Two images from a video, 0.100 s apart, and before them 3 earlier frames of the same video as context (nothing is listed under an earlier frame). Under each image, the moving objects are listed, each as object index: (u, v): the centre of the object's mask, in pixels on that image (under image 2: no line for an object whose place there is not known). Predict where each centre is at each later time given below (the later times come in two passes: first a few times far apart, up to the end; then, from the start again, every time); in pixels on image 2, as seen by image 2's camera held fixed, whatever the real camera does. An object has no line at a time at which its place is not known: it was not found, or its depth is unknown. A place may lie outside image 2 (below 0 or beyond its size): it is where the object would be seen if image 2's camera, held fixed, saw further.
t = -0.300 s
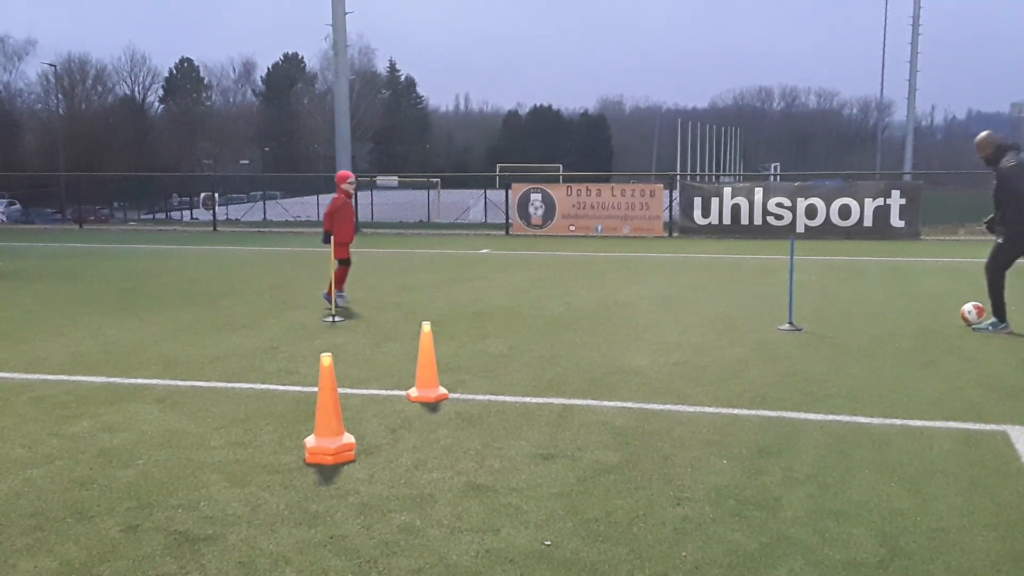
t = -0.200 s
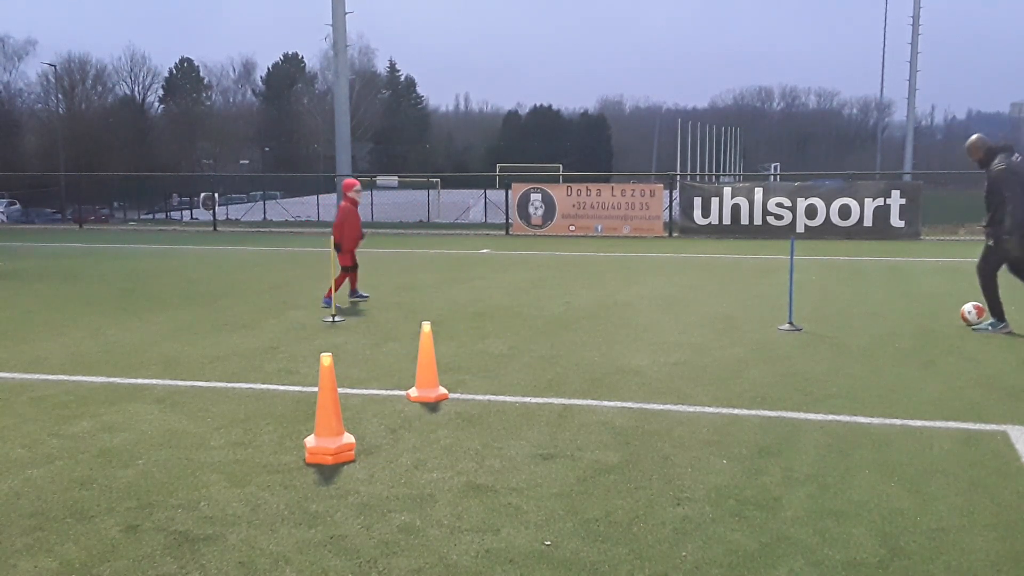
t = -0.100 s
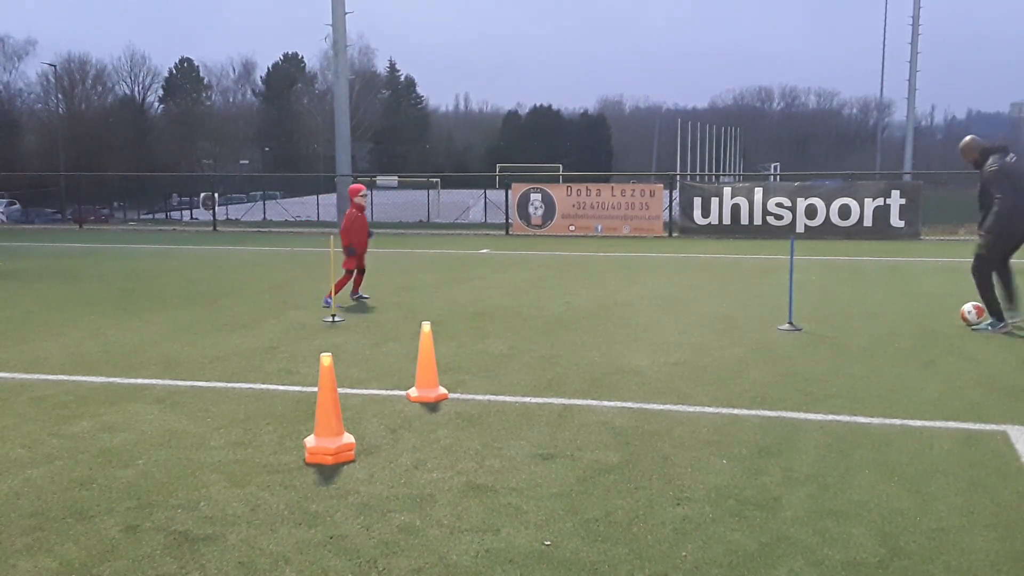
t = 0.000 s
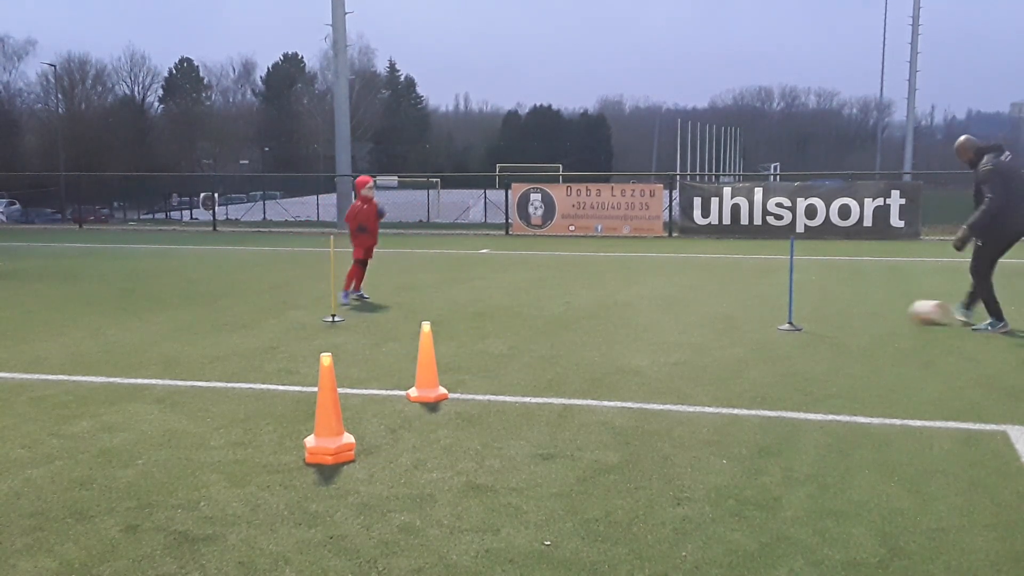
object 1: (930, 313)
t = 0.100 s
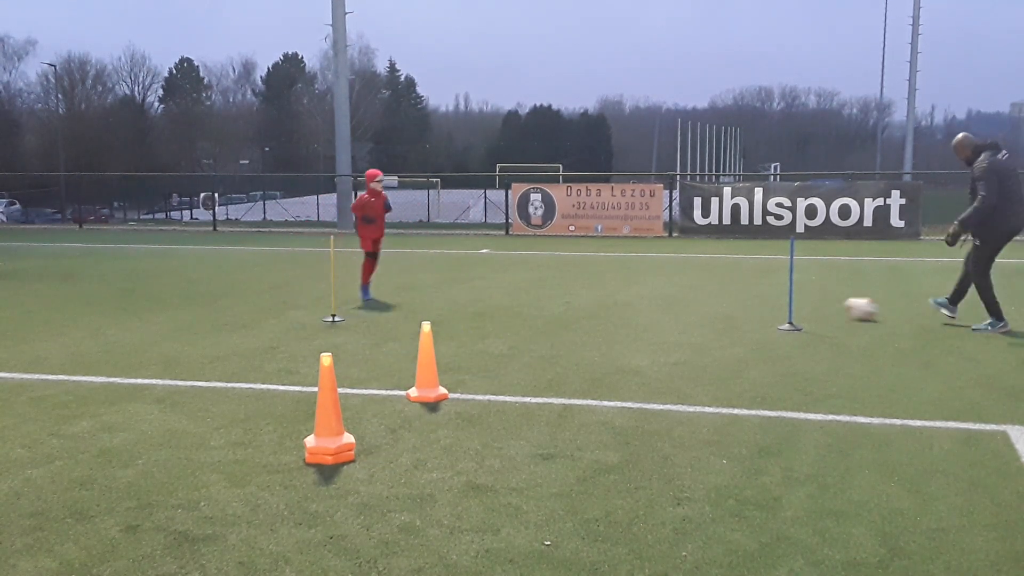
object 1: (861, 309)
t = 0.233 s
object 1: (784, 305)
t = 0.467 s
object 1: (677, 301)
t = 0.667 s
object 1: (606, 297)
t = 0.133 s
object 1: (841, 309)
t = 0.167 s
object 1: (821, 307)
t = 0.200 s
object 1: (804, 306)
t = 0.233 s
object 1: (784, 305)
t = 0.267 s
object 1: (766, 305)
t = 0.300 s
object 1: (748, 304)
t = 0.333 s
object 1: (733, 303)
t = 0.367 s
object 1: (717, 302)
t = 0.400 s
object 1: (703, 302)
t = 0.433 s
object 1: (690, 301)
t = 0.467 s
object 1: (677, 301)
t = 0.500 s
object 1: (662, 300)
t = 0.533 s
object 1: (650, 299)
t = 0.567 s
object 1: (637, 299)
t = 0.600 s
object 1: (625, 298)
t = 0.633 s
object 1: (615, 298)
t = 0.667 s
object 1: (606, 297)
